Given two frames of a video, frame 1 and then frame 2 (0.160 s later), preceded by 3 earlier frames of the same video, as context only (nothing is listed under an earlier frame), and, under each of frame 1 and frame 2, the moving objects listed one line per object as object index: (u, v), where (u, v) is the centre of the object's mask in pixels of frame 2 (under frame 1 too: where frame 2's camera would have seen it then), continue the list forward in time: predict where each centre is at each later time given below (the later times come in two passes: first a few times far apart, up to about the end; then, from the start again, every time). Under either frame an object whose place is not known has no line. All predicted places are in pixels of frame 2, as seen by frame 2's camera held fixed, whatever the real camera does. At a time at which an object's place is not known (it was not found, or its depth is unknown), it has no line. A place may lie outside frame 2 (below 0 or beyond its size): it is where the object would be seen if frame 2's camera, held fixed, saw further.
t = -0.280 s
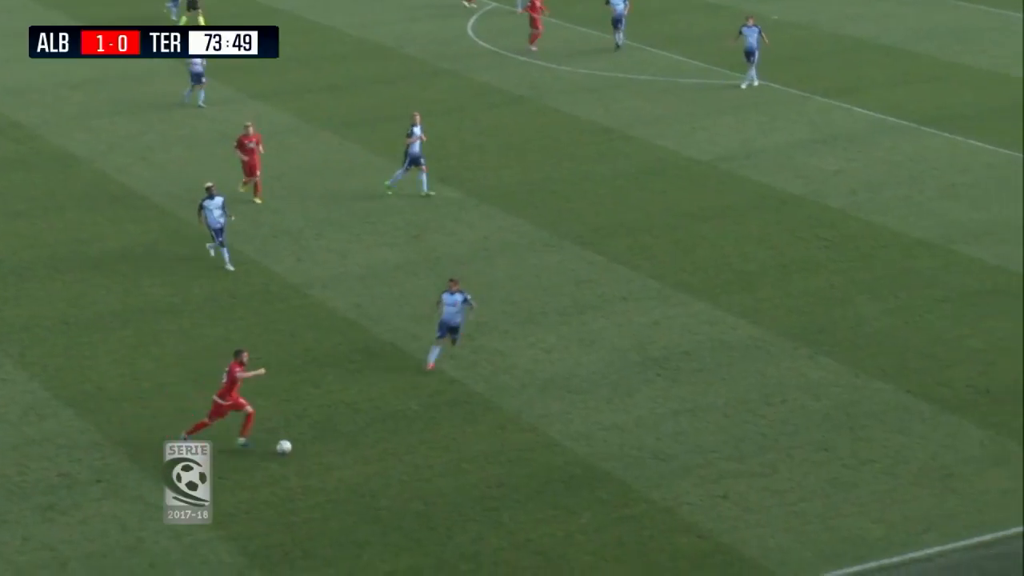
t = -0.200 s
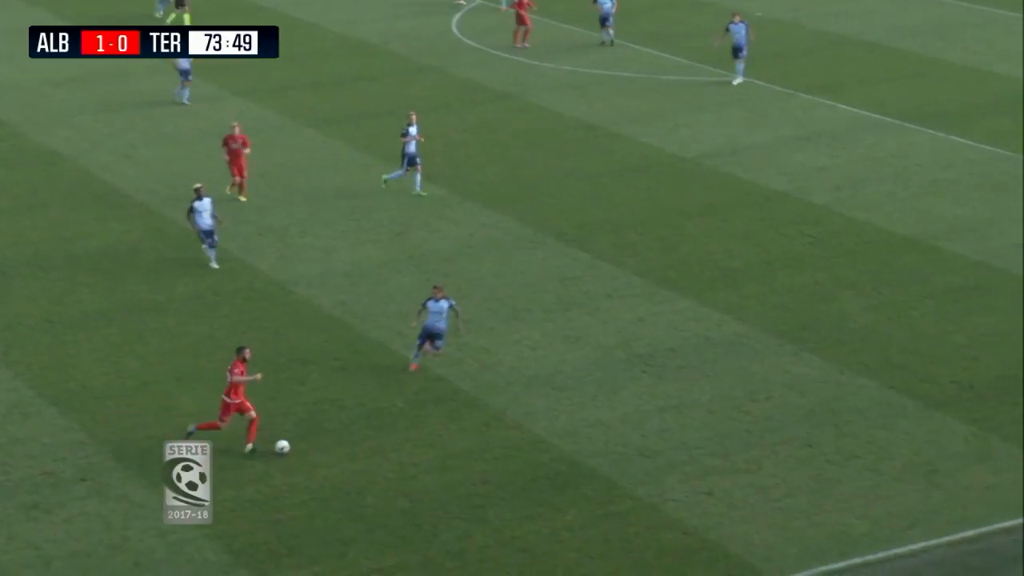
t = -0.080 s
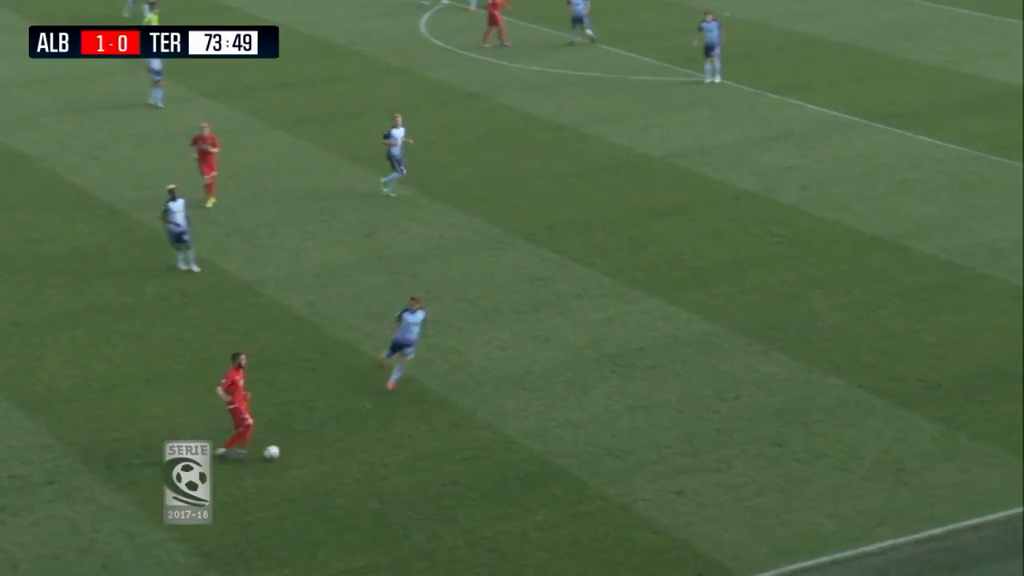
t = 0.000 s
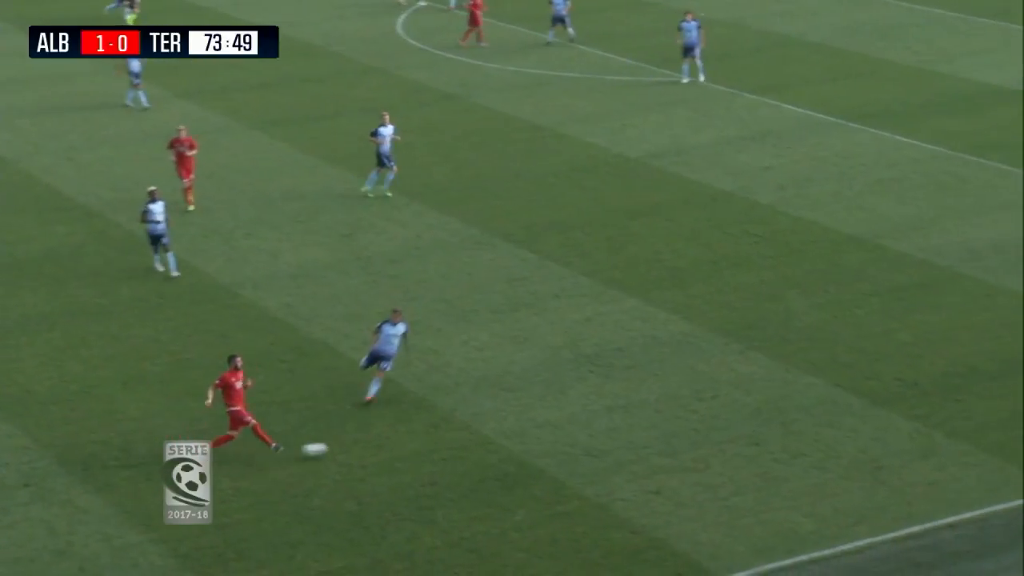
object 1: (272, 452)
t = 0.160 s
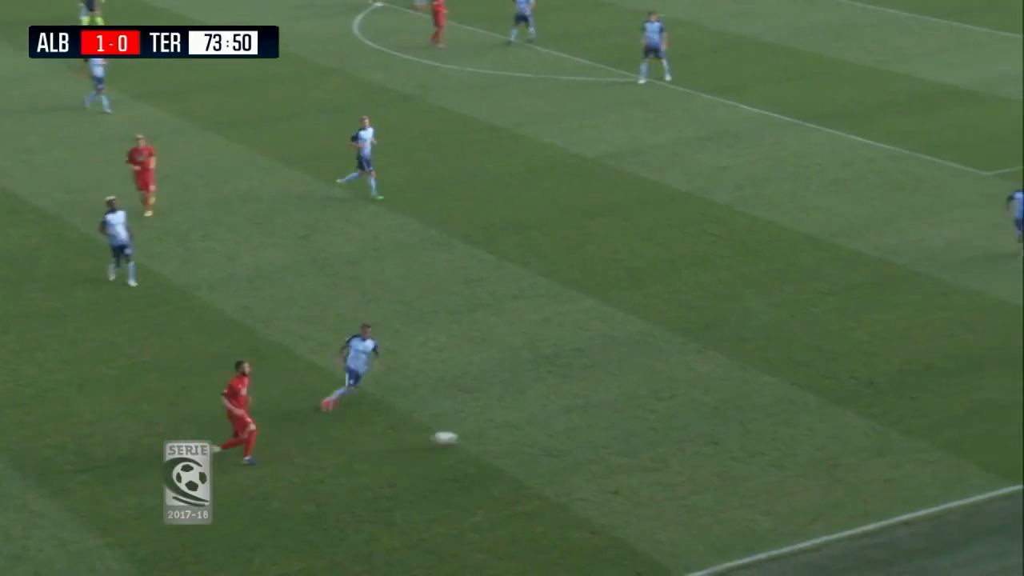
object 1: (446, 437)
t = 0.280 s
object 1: (557, 432)
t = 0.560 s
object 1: (763, 418)
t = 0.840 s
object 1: (937, 406)
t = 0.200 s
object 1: (486, 438)
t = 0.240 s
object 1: (523, 436)
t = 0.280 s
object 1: (557, 432)
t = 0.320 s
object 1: (591, 430)
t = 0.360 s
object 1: (624, 429)
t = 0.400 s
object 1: (655, 427)
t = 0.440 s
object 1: (682, 423)
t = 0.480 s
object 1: (710, 421)
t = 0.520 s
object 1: (737, 418)
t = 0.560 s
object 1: (763, 418)
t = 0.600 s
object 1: (789, 417)
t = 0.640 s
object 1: (815, 414)
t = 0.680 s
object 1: (840, 411)
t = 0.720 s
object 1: (864, 409)
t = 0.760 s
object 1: (889, 408)
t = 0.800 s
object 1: (913, 409)
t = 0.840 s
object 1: (937, 406)
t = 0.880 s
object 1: (961, 404)
